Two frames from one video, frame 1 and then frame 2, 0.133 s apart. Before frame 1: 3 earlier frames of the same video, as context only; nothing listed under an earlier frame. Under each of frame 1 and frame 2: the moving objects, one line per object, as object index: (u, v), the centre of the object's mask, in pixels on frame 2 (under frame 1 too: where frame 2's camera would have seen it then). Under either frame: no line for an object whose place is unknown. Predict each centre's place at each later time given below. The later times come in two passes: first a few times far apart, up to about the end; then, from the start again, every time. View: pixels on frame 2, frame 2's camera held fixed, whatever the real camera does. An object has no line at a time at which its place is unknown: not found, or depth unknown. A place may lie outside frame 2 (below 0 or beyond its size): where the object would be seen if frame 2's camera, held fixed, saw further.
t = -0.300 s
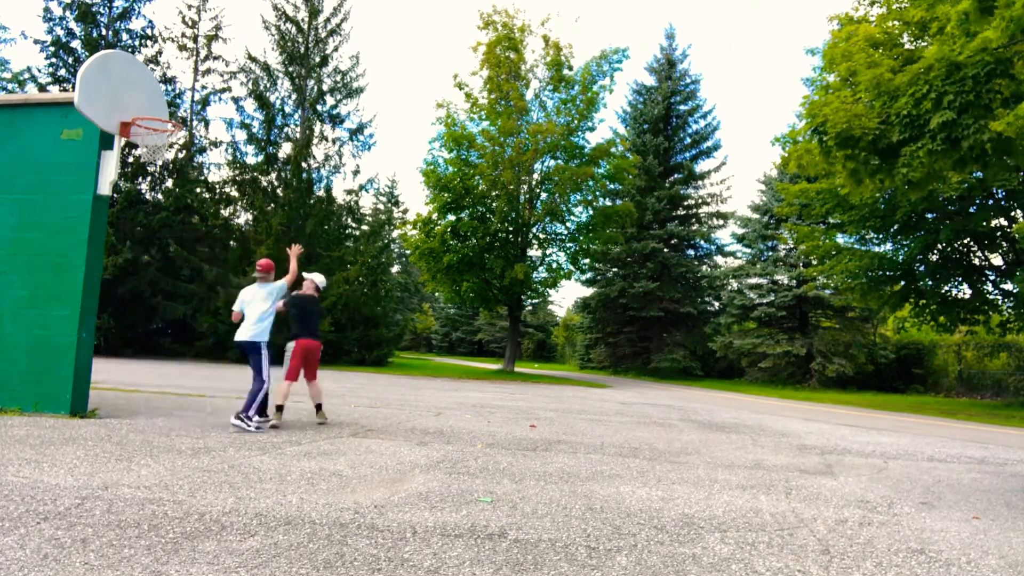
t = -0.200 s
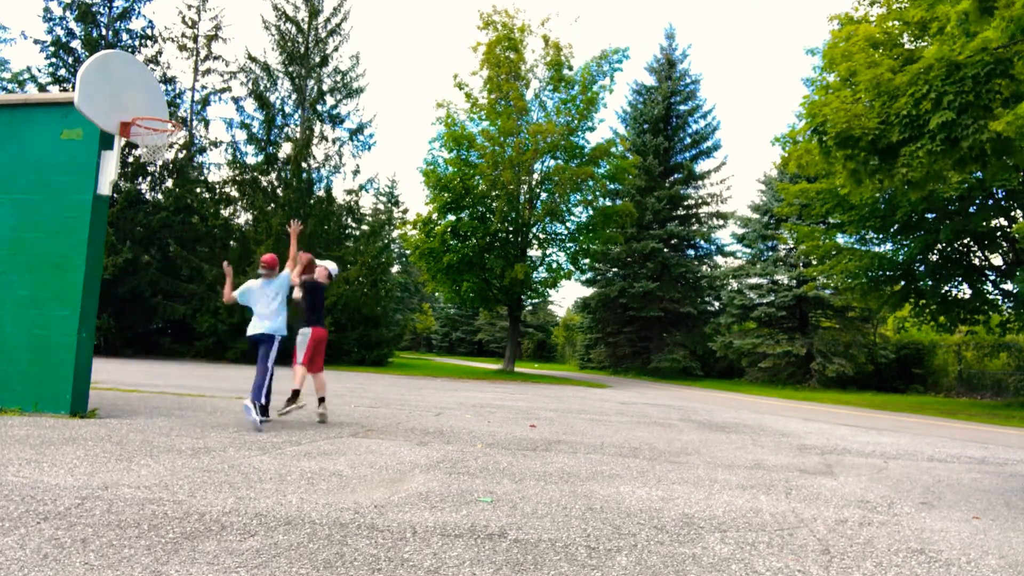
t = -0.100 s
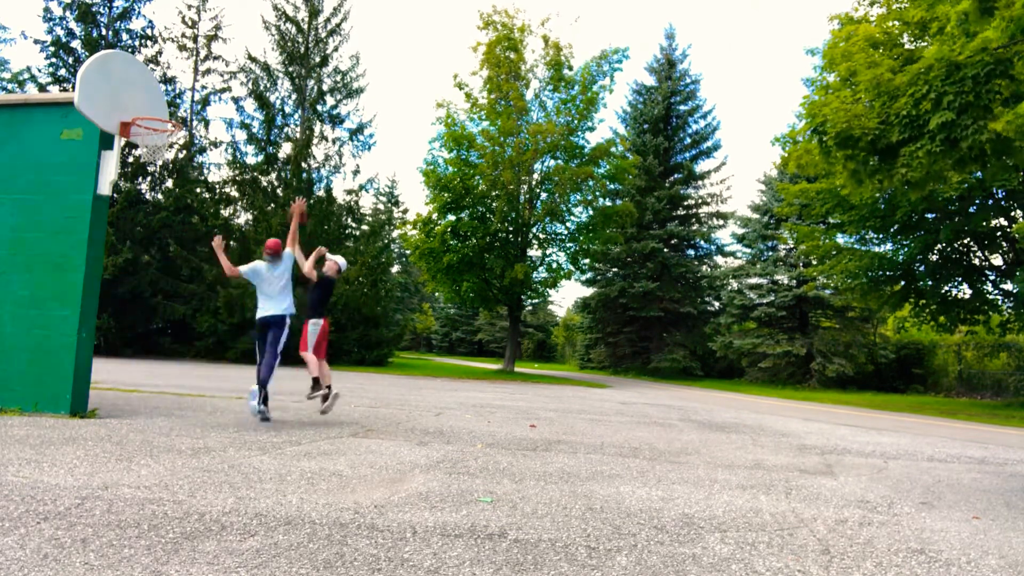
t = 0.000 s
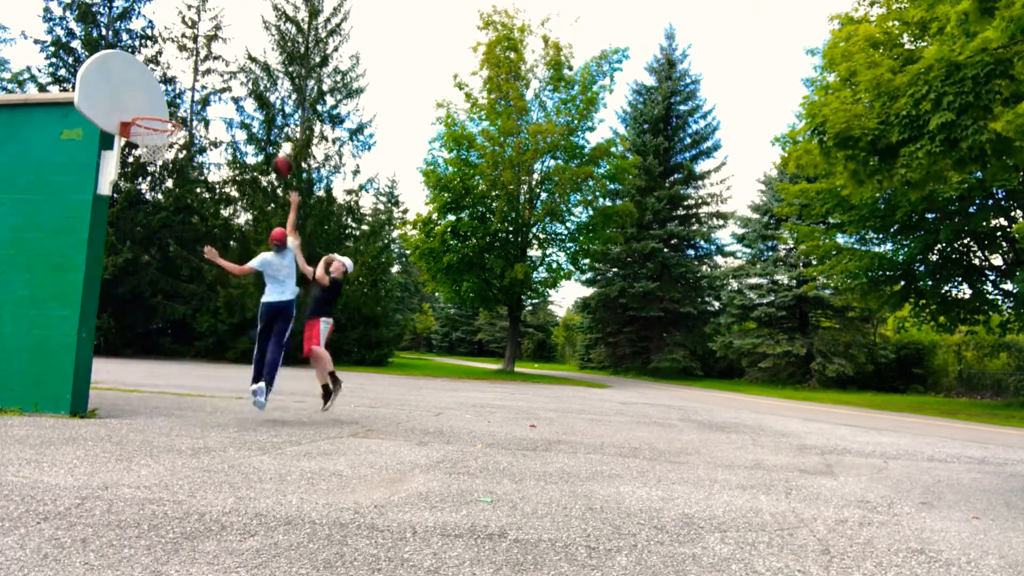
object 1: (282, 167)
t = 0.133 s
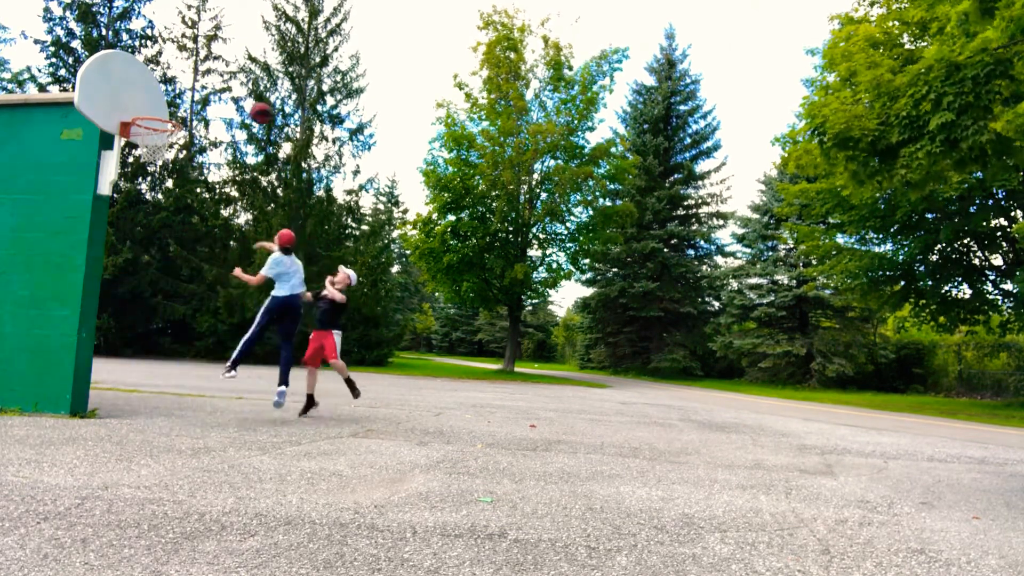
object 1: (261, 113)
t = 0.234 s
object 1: (244, 84)
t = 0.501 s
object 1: (192, 46)
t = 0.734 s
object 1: (151, 61)
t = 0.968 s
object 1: (177, 103)
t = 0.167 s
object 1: (255, 102)
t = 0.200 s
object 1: (248, 92)
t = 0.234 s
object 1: (244, 84)
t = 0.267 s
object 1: (237, 76)
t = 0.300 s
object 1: (230, 69)
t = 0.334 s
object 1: (225, 63)
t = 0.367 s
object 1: (219, 58)
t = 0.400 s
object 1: (212, 53)
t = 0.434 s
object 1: (206, 51)
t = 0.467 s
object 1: (199, 48)
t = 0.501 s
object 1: (192, 46)
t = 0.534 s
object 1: (186, 46)
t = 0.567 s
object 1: (179, 46)
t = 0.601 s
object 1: (172, 48)
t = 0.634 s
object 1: (164, 50)
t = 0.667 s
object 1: (156, 54)
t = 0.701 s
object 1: (149, 58)
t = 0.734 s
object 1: (151, 61)
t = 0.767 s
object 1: (156, 63)
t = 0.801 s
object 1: (158, 67)
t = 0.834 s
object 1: (163, 73)
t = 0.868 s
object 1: (167, 79)
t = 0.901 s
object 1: (171, 86)
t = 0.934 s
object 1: (174, 94)
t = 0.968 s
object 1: (177, 103)
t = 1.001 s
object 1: (181, 112)
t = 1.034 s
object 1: (184, 123)
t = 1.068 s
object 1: (187, 136)
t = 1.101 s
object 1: (191, 150)
